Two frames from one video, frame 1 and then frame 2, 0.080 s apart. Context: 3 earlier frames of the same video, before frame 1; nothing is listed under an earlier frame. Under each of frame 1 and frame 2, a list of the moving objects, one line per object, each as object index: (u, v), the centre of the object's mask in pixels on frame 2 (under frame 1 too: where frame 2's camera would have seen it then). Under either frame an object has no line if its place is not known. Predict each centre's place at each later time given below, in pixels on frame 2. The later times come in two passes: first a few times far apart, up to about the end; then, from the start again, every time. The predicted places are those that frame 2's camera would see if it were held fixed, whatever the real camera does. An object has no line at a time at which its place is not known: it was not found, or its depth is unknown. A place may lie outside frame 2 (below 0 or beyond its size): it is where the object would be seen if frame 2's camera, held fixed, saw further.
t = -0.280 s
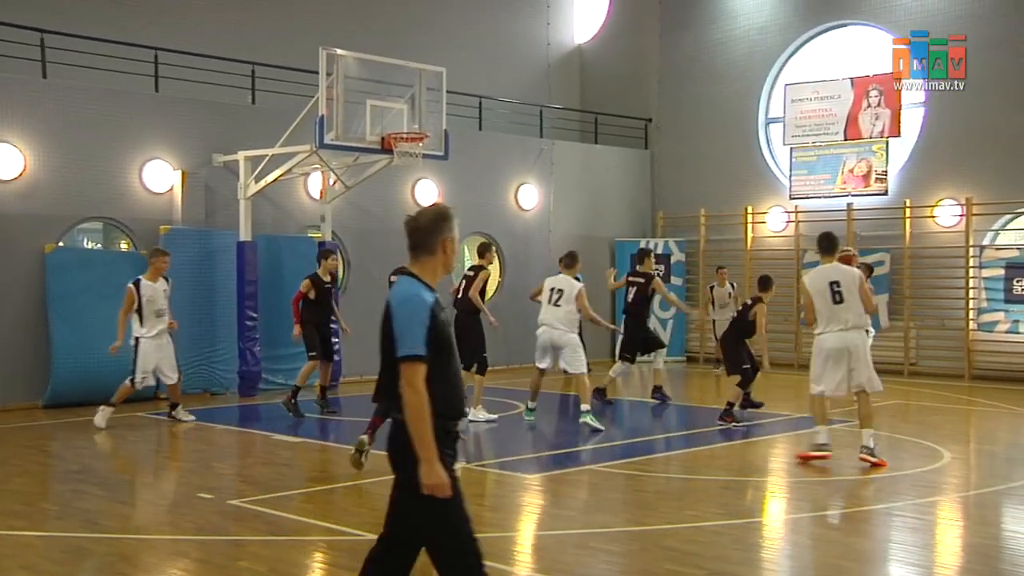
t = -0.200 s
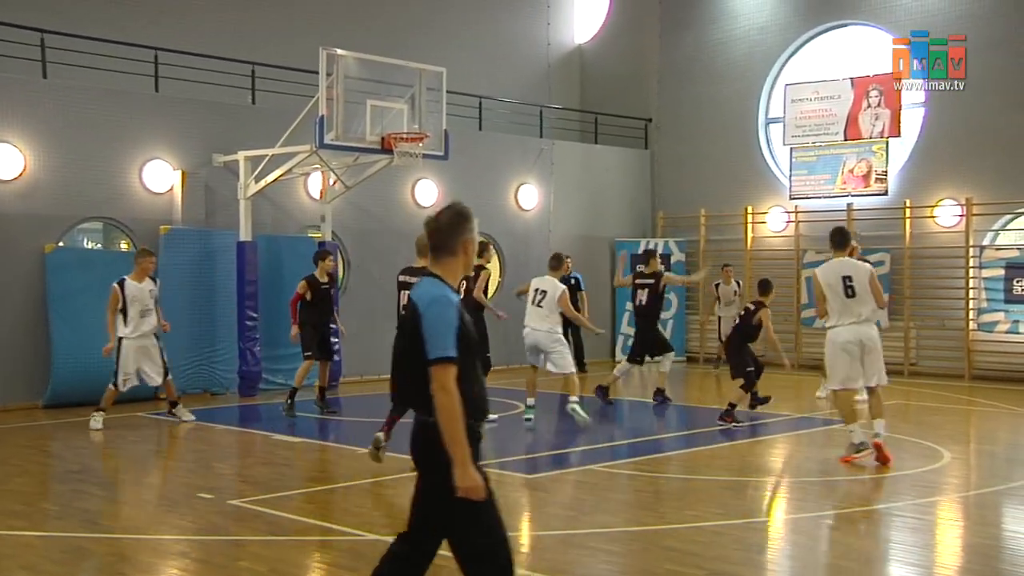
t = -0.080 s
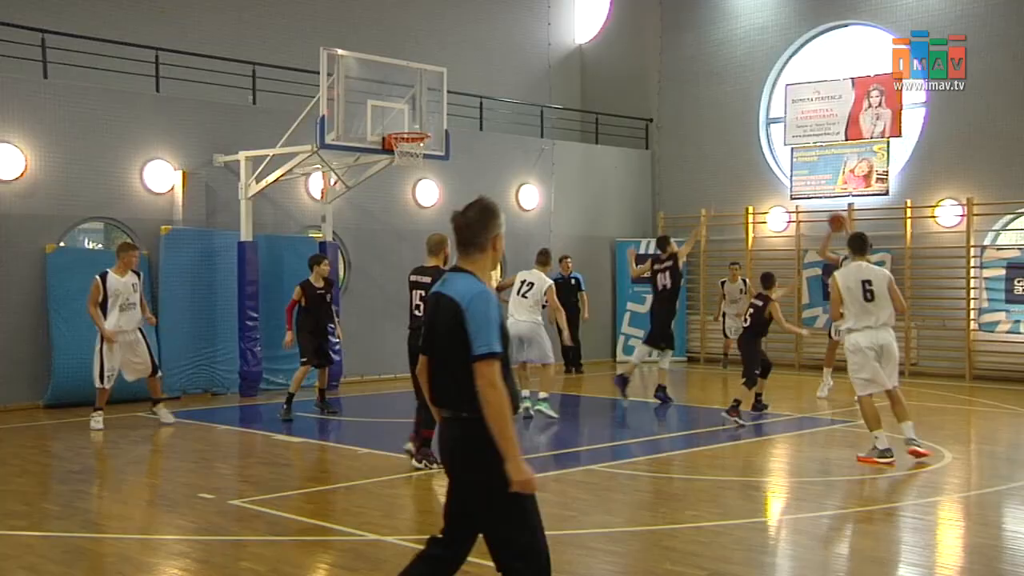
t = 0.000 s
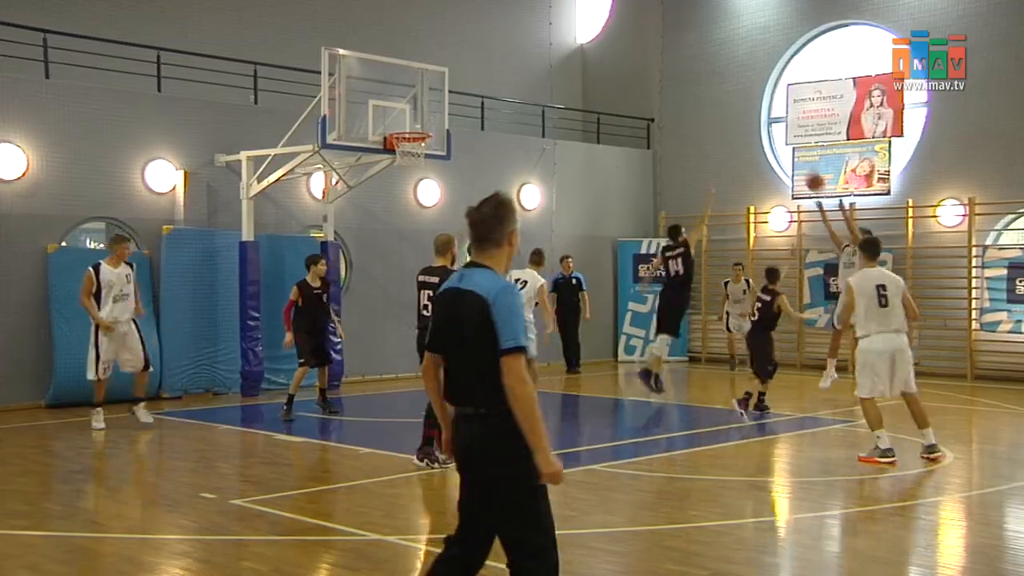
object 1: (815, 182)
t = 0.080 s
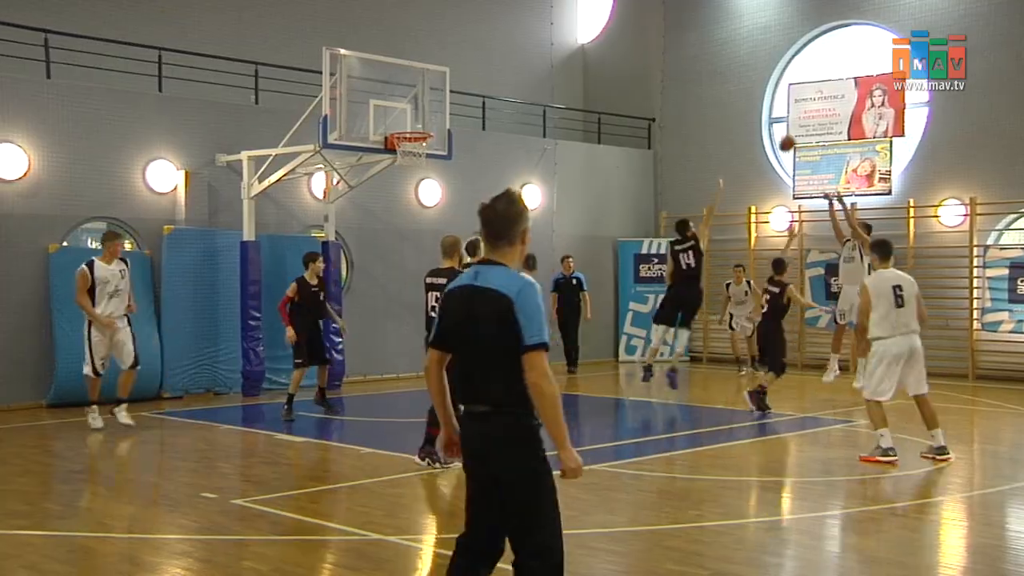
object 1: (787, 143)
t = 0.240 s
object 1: (729, 82)
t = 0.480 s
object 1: (642, 30)
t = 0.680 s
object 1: (567, 23)
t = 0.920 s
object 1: (479, 60)
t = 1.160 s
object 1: (411, 144)
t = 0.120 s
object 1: (771, 125)
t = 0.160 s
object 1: (757, 110)
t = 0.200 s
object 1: (743, 96)
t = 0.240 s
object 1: (729, 82)
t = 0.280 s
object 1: (715, 69)
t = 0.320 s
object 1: (700, 59)
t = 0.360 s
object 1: (686, 50)
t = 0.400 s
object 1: (672, 42)
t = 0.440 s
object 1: (656, 35)
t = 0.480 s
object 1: (642, 30)
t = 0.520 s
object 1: (627, 26)
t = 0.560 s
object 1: (613, 24)
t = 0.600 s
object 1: (597, 22)
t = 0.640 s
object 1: (581, 22)
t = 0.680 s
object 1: (567, 23)
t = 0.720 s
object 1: (553, 26)
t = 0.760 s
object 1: (538, 30)
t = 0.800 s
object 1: (523, 36)
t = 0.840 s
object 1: (508, 42)
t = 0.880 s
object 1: (493, 51)
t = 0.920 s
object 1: (479, 60)
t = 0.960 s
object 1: (465, 71)
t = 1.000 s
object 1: (451, 84)
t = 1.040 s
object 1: (434, 98)
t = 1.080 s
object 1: (419, 112)
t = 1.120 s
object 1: (403, 126)
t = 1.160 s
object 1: (411, 144)
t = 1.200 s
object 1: (421, 154)
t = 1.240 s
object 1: (430, 161)
